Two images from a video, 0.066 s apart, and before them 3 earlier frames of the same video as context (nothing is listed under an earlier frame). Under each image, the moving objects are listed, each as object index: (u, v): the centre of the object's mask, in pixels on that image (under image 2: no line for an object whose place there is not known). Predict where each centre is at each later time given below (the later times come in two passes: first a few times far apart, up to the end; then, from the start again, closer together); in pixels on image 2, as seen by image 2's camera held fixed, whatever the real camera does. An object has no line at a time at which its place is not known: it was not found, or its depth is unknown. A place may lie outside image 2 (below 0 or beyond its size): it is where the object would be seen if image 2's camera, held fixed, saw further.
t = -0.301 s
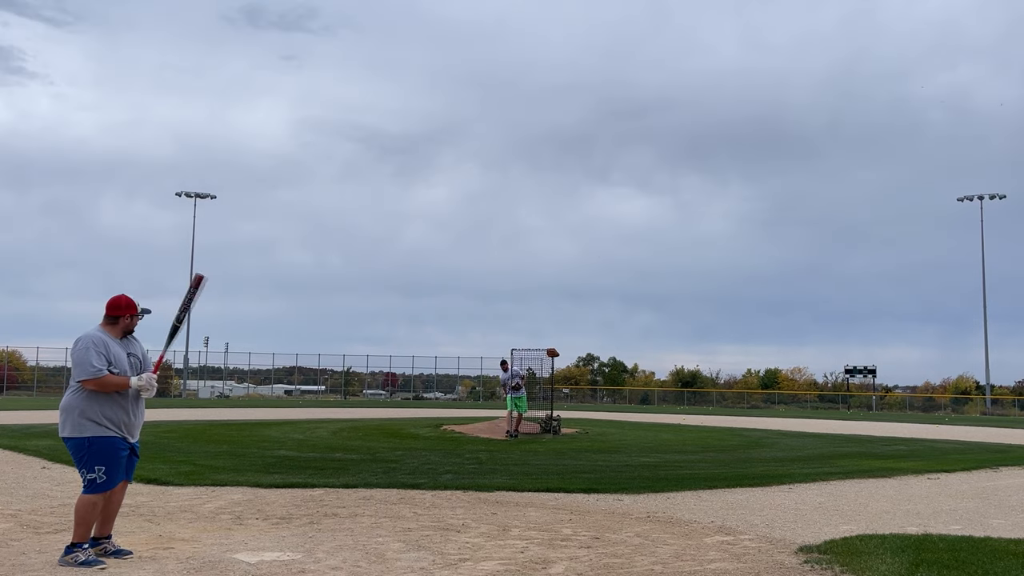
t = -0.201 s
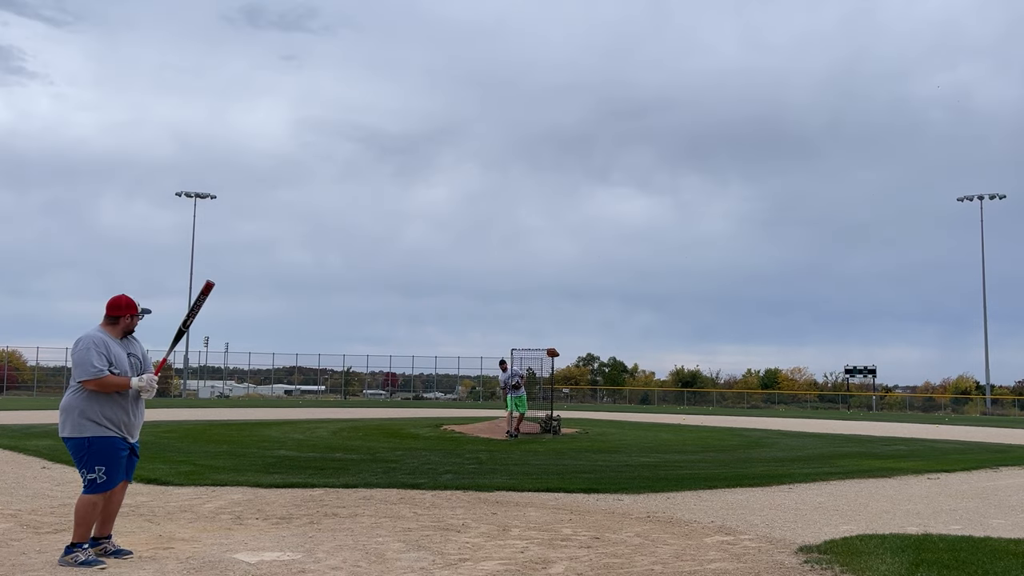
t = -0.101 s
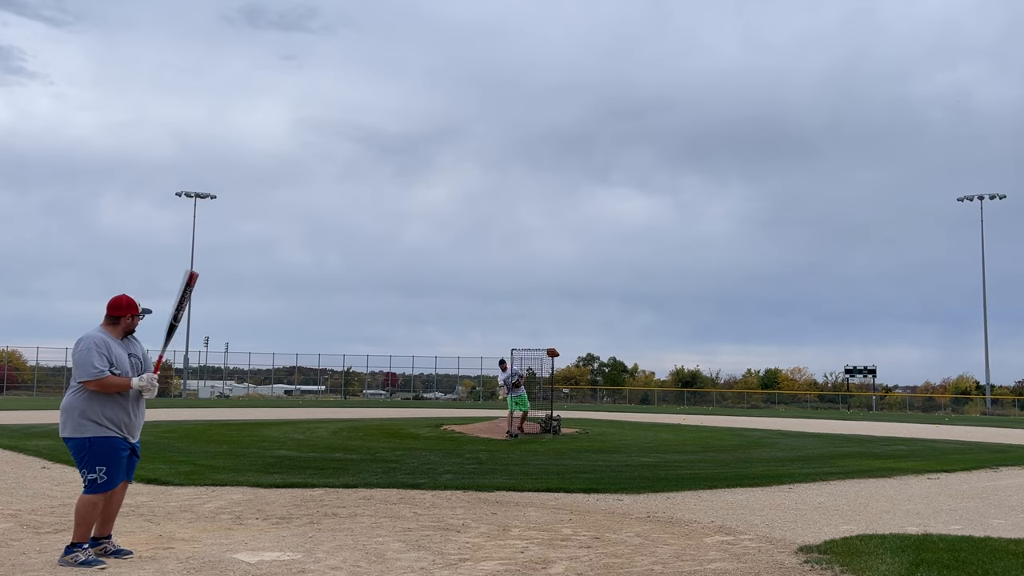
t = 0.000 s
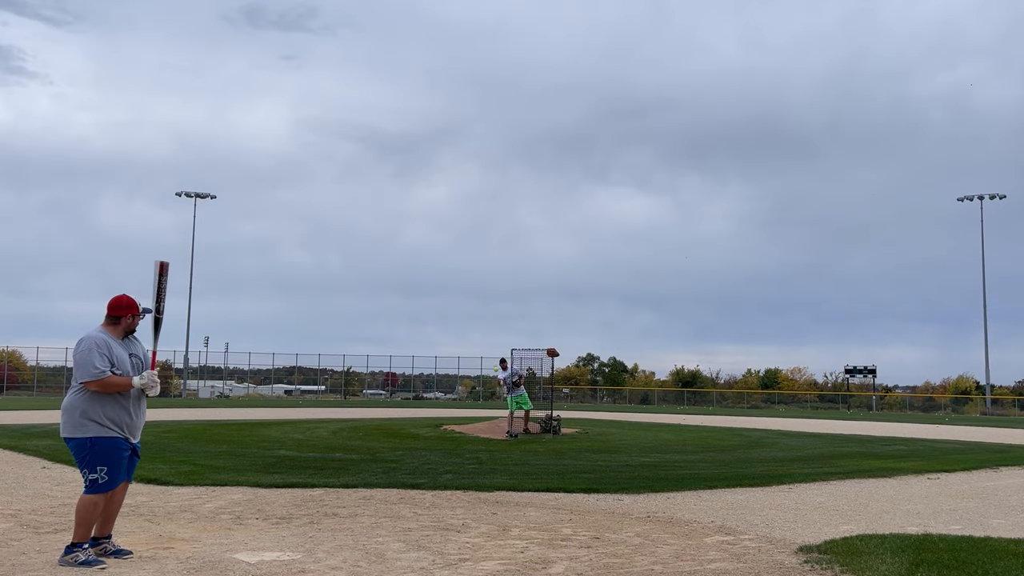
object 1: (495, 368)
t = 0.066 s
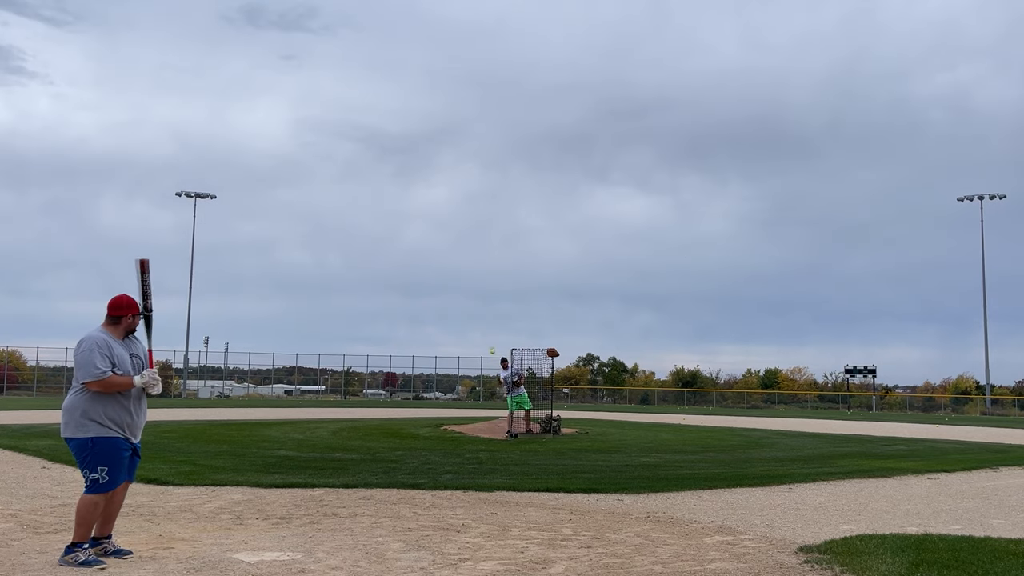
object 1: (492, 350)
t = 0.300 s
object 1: (478, 297)
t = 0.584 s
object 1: (454, 258)
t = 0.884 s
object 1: (415, 271)
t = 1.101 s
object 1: (367, 350)
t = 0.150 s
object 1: (488, 330)
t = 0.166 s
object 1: (486, 326)
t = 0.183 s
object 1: (486, 322)
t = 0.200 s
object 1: (485, 318)
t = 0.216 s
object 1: (483, 314)
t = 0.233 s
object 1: (482, 311)
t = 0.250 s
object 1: (482, 307)
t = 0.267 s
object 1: (481, 304)
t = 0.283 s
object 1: (479, 300)
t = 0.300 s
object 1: (478, 297)
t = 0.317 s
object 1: (477, 294)
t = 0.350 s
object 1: (475, 288)
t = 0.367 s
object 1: (473, 285)
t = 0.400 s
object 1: (471, 280)
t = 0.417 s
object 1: (469, 277)
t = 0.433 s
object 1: (468, 275)
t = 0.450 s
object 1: (467, 272)
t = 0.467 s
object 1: (465, 270)
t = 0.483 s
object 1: (464, 268)
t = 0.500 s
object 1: (462, 266)
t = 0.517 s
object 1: (460, 263)
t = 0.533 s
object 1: (459, 262)
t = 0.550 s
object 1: (458, 261)
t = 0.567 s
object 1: (456, 259)
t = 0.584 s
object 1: (454, 258)
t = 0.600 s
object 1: (453, 257)
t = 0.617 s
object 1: (451, 256)
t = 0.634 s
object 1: (449, 255)
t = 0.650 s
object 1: (447, 255)
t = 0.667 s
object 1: (446, 254)
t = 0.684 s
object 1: (444, 254)
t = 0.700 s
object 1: (442, 254)
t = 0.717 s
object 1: (439, 254)
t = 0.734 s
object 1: (437, 255)
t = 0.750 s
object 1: (435, 255)
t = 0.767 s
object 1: (433, 256)
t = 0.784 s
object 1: (431, 257)
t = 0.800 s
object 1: (428, 259)
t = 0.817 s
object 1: (426, 261)
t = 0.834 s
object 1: (423, 263)
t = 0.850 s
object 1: (420, 265)
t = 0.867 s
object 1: (418, 268)
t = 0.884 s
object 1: (415, 271)
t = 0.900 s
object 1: (412, 274)
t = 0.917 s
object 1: (409, 278)
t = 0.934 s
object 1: (406, 282)
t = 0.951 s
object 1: (402, 286)
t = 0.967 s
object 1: (398, 293)
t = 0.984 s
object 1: (395, 299)
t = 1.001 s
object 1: (391, 304)
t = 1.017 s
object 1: (388, 310)
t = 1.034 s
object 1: (385, 315)
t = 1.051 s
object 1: (380, 323)
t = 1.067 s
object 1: (376, 331)
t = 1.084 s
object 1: (372, 340)
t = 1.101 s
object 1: (367, 350)
